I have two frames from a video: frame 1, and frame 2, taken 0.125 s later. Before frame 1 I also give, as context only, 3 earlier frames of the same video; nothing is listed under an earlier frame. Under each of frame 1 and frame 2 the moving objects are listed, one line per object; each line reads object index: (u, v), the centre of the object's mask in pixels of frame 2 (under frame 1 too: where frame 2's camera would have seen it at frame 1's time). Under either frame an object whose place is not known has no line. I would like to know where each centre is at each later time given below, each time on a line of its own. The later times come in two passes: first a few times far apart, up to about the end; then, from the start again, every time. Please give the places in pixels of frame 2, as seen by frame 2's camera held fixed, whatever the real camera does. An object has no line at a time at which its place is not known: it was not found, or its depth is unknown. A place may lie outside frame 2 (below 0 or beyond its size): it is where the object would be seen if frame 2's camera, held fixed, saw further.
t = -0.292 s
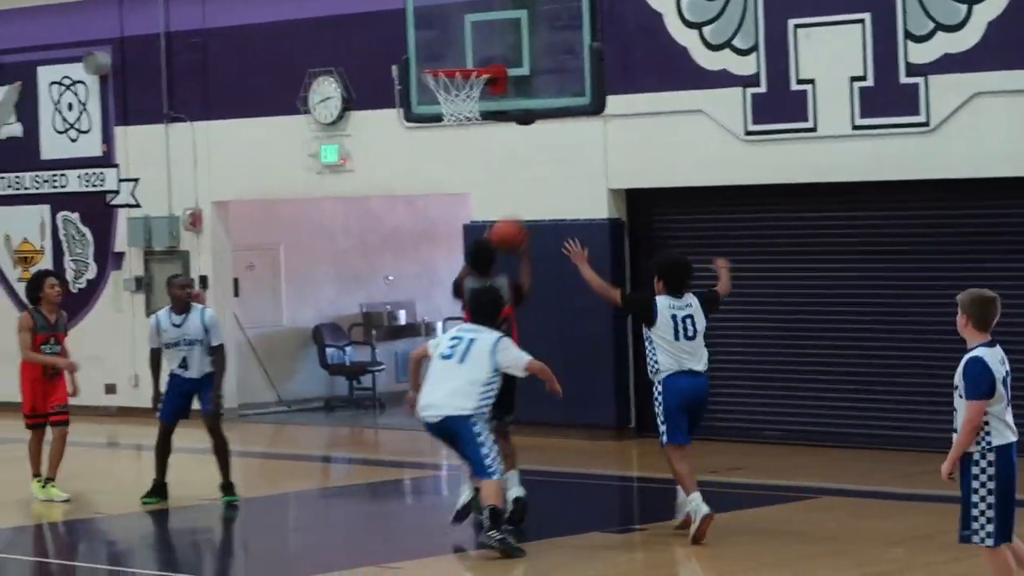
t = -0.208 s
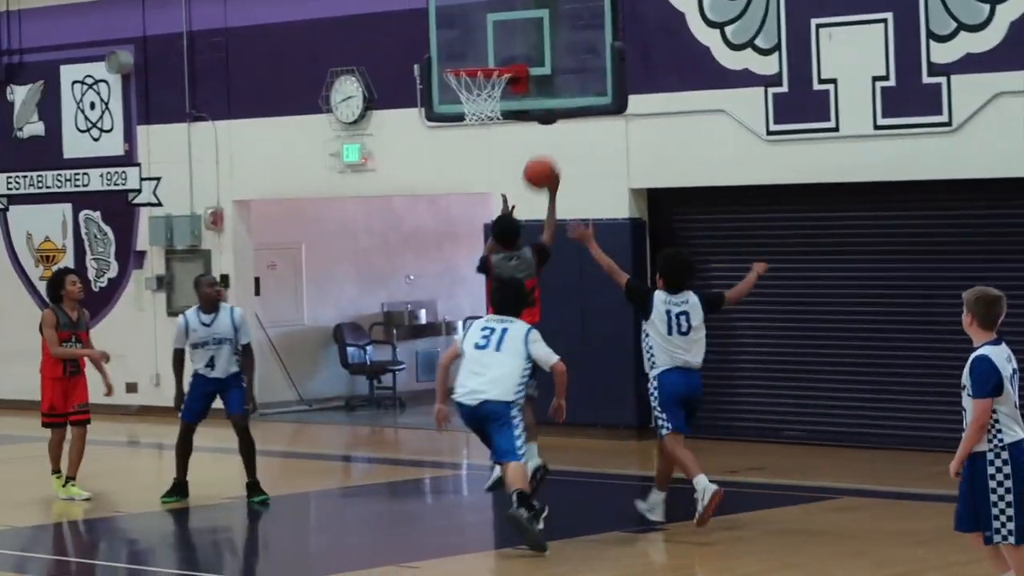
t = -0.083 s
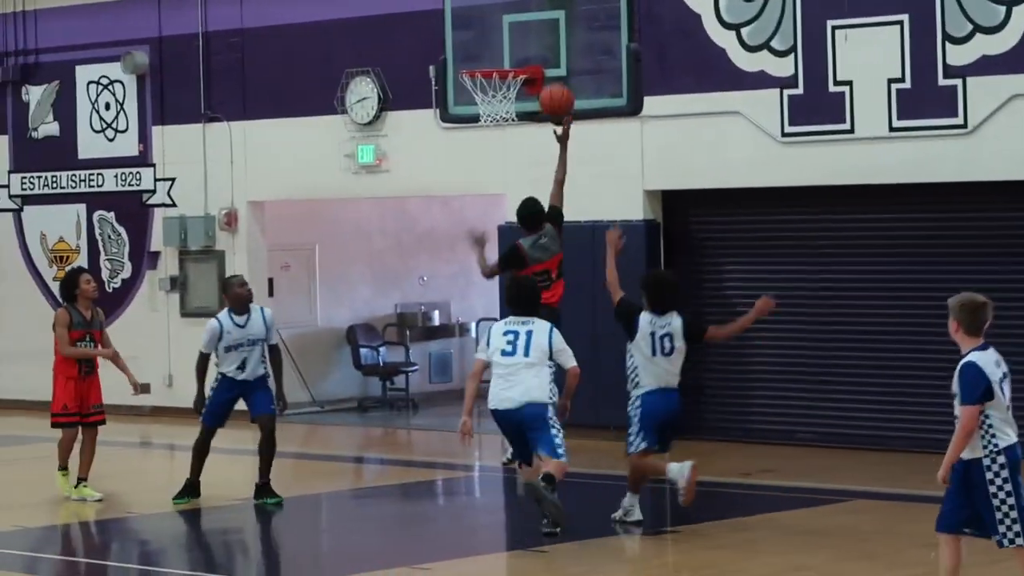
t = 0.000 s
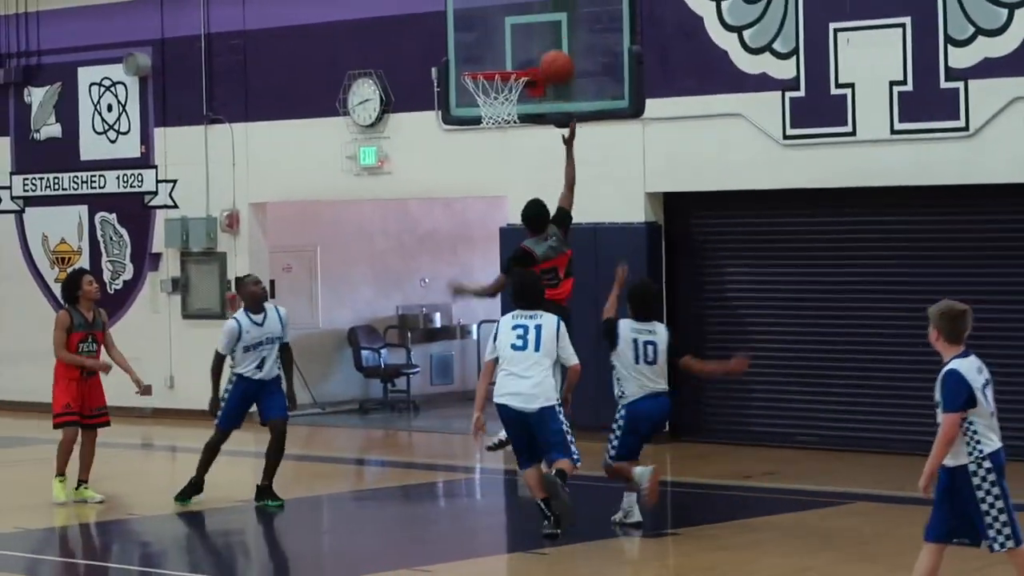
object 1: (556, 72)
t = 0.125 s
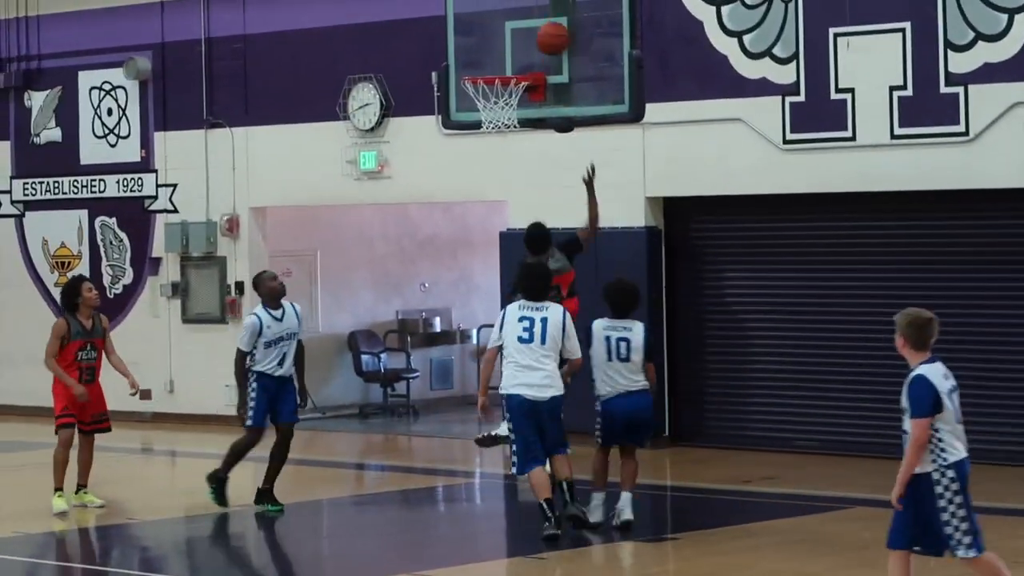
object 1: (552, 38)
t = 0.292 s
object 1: (508, 36)
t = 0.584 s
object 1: (492, 50)
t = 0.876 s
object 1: (493, 85)
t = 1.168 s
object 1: (487, 104)
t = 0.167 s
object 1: (542, 34)
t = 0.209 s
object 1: (531, 33)
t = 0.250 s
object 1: (519, 33)
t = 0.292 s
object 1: (508, 36)
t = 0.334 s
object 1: (497, 42)
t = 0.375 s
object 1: (486, 50)
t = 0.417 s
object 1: (476, 60)
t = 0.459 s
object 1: (476, 59)
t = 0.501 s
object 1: (481, 54)
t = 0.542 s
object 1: (487, 50)
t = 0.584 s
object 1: (492, 50)
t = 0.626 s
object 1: (498, 51)
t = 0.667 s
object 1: (504, 55)
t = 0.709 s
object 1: (509, 60)
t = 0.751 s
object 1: (513, 64)
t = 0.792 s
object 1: (507, 66)
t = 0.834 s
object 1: (498, 77)
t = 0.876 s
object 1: (493, 85)
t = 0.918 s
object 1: (482, 94)
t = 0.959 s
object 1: (476, 96)
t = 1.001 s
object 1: (474, 95)
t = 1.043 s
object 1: (475, 93)
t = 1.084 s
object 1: (478, 94)
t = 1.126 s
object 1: (483, 96)
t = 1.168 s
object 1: (487, 104)
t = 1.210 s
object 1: (492, 115)
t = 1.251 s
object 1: (501, 132)
